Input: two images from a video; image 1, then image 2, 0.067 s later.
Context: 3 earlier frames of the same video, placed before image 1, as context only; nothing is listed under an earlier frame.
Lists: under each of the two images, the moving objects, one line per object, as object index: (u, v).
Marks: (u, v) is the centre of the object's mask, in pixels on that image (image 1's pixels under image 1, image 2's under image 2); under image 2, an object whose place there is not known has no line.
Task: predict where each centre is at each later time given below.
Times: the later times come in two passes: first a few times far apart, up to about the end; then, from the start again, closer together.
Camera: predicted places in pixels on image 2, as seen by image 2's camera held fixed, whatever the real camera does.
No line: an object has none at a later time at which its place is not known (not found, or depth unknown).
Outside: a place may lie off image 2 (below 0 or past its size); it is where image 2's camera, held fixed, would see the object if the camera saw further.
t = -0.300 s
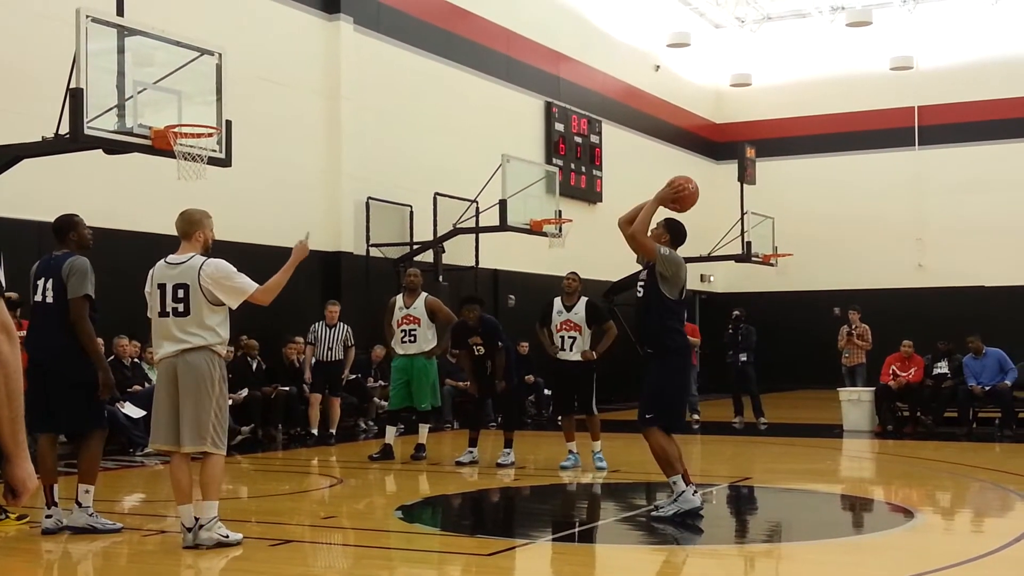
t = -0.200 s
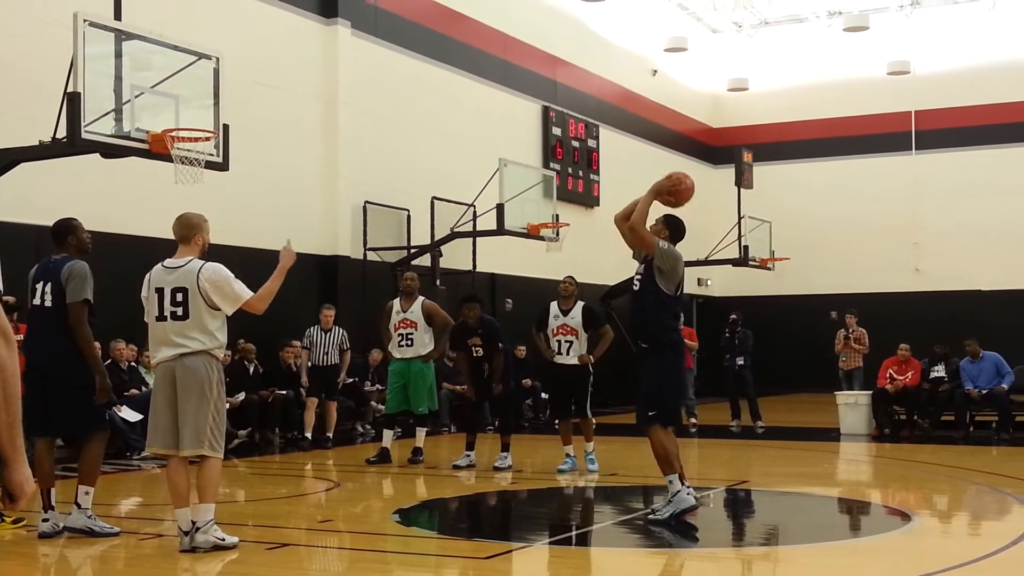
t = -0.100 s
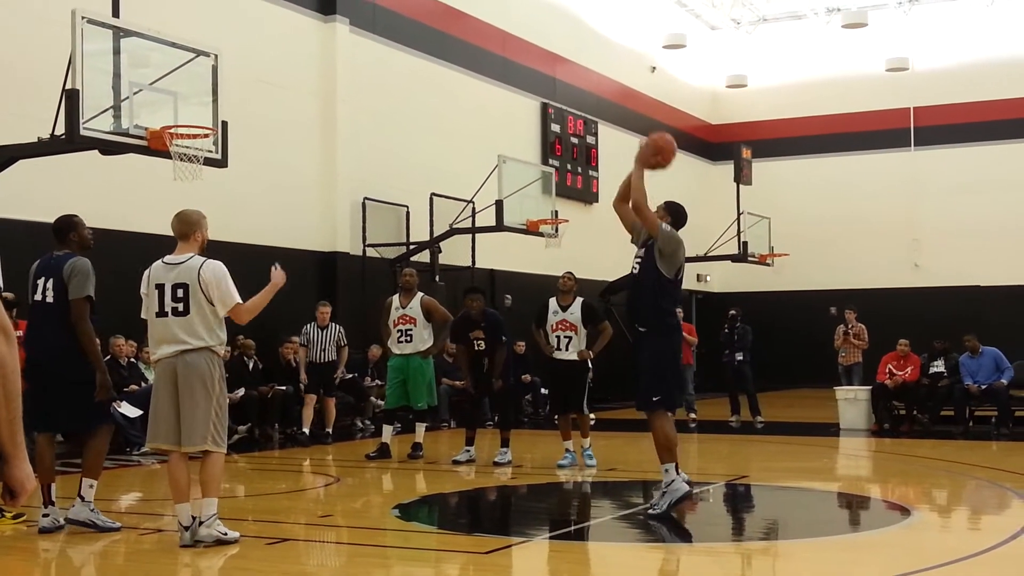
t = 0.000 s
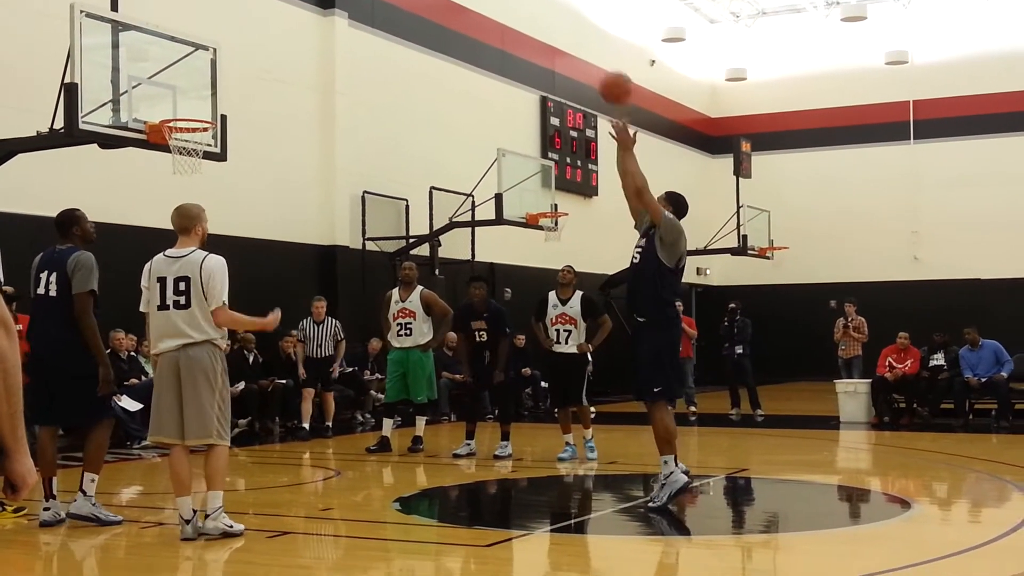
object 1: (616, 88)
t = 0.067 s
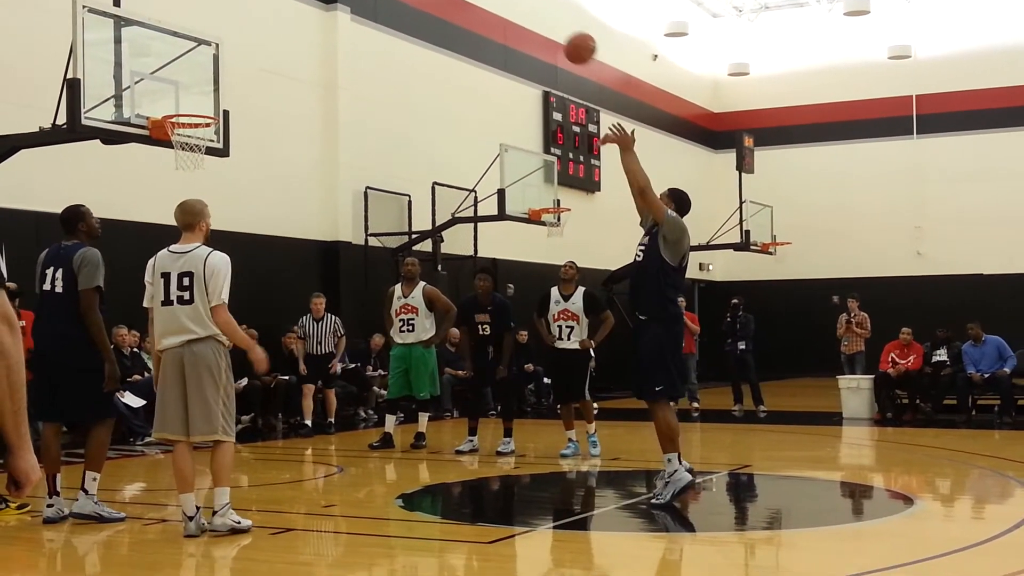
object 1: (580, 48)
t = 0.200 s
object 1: (507, 8)
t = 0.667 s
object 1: (281, 5)
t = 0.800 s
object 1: (226, 50)
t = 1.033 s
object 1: (190, 107)
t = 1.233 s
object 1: (149, 96)
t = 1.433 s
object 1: (175, 136)
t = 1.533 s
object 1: (187, 176)
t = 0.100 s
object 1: (560, 33)
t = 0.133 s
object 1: (542, 20)
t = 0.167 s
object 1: (525, 12)
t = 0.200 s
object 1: (507, 8)
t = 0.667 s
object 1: (281, 5)
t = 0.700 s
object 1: (267, 13)
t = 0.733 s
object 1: (255, 24)
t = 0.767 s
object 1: (241, 37)
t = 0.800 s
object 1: (226, 50)
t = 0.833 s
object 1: (213, 65)
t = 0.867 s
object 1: (200, 80)
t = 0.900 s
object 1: (187, 97)
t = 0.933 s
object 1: (176, 114)
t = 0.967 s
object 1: (191, 115)
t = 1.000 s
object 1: (203, 113)
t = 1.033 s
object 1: (190, 107)
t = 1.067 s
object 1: (176, 102)
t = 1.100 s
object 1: (162, 97)
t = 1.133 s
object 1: (149, 94)
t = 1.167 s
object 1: (140, 93)
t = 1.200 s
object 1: (145, 93)
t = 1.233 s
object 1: (149, 96)
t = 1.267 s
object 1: (152, 99)
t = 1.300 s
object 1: (157, 103)
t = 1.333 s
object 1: (162, 110)
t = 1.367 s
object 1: (165, 117)
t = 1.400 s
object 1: (169, 125)
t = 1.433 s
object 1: (175, 136)
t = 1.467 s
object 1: (180, 147)
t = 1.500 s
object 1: (184, 162)
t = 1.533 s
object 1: (187, 176)
